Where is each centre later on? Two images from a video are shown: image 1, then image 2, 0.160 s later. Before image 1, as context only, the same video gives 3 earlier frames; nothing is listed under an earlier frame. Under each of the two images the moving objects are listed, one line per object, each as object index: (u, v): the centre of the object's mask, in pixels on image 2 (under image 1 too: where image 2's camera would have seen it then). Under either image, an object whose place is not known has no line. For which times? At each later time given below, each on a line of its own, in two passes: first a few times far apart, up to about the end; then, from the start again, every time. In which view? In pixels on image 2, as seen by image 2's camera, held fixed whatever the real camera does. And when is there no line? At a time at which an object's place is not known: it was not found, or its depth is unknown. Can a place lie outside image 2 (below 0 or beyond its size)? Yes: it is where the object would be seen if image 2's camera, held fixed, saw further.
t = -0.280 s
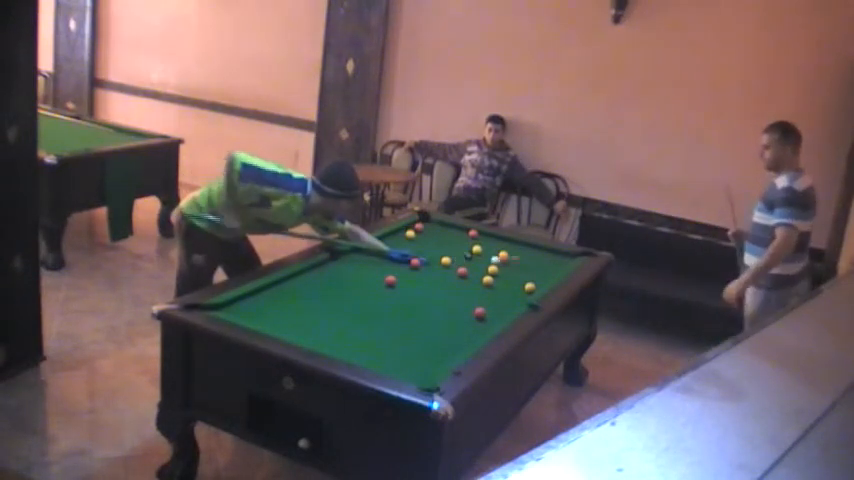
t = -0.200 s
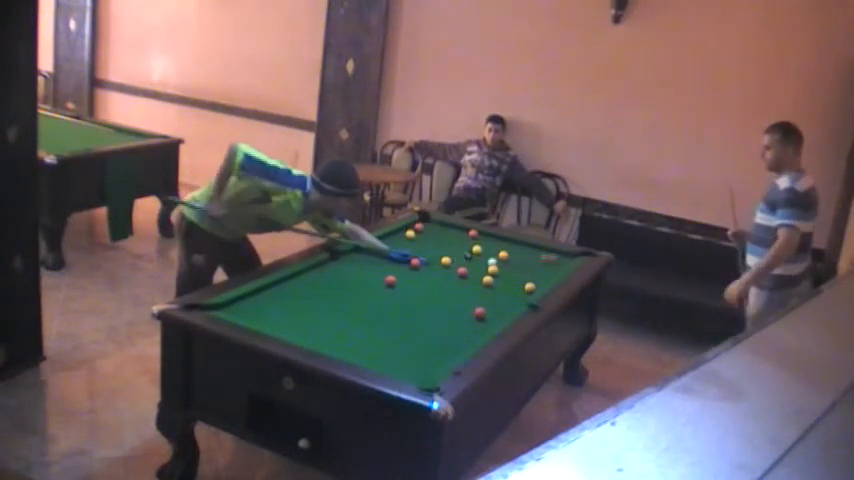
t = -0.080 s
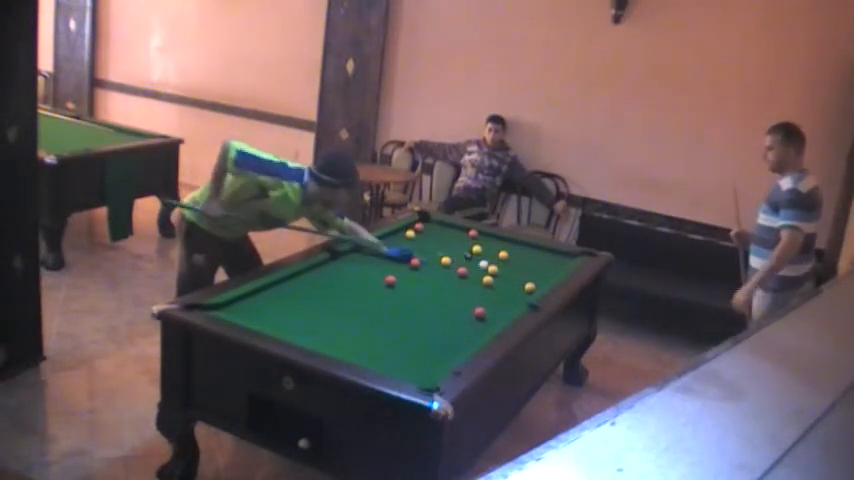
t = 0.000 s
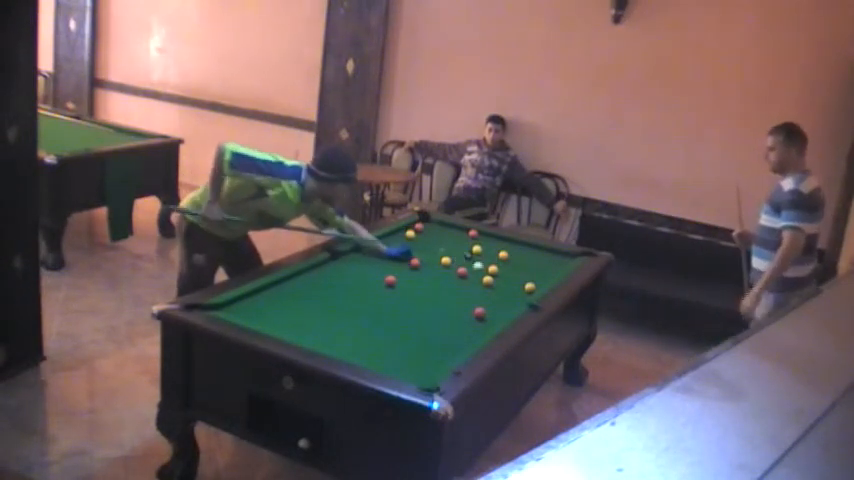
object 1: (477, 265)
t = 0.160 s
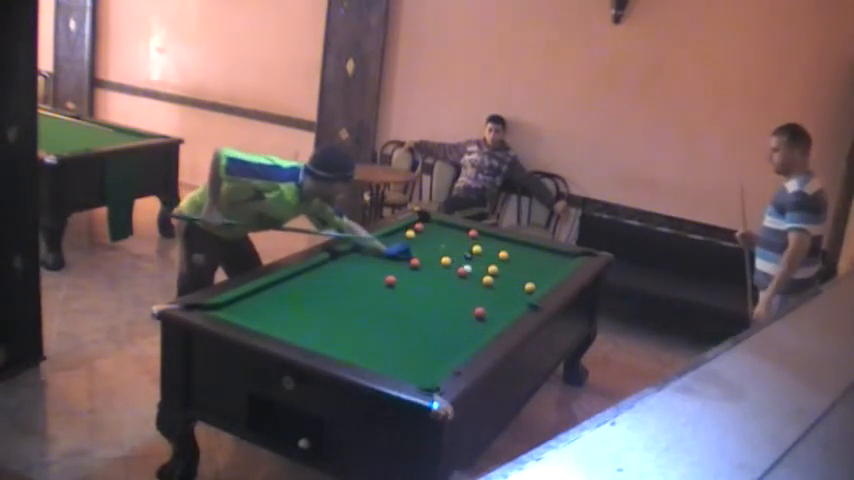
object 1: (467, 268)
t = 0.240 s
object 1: (464, 267)
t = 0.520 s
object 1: (454, 268)
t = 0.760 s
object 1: (447, 268)
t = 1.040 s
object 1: (442, 268)
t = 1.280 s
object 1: (440, 268)
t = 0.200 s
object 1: (465, 267)
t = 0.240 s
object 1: (464, 267)
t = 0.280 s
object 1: (462, 268)
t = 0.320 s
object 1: (460, 268)
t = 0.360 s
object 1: (459, 267)
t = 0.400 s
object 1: (457, 267)
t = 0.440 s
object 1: (456, 267)
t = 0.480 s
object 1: (455, 268)
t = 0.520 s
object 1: (454, 268)
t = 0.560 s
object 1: (452, 268)
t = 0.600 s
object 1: (452, 268)
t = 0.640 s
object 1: (450, 268)
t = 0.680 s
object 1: (449, 268)
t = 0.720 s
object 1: (448, 268)
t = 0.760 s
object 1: (447, 268)
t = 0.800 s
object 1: (447, 268)
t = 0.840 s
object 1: (446, 268)
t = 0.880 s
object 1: (445, 268)
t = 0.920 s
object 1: (444, 268)
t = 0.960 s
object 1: (443, 268)
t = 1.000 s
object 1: (442, 268)
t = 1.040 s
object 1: (442, 268)
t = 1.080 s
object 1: (441, 268)
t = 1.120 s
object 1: (441, 268)
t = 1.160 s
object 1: (440, 268)
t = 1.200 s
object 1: (440, 268)
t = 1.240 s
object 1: (440, 268)
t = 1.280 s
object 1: (440, 268)
